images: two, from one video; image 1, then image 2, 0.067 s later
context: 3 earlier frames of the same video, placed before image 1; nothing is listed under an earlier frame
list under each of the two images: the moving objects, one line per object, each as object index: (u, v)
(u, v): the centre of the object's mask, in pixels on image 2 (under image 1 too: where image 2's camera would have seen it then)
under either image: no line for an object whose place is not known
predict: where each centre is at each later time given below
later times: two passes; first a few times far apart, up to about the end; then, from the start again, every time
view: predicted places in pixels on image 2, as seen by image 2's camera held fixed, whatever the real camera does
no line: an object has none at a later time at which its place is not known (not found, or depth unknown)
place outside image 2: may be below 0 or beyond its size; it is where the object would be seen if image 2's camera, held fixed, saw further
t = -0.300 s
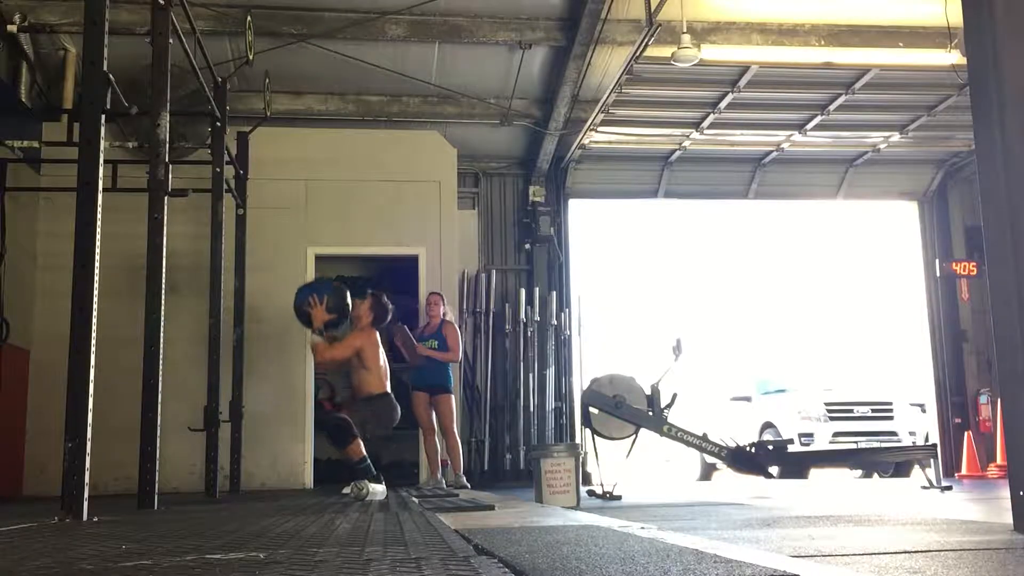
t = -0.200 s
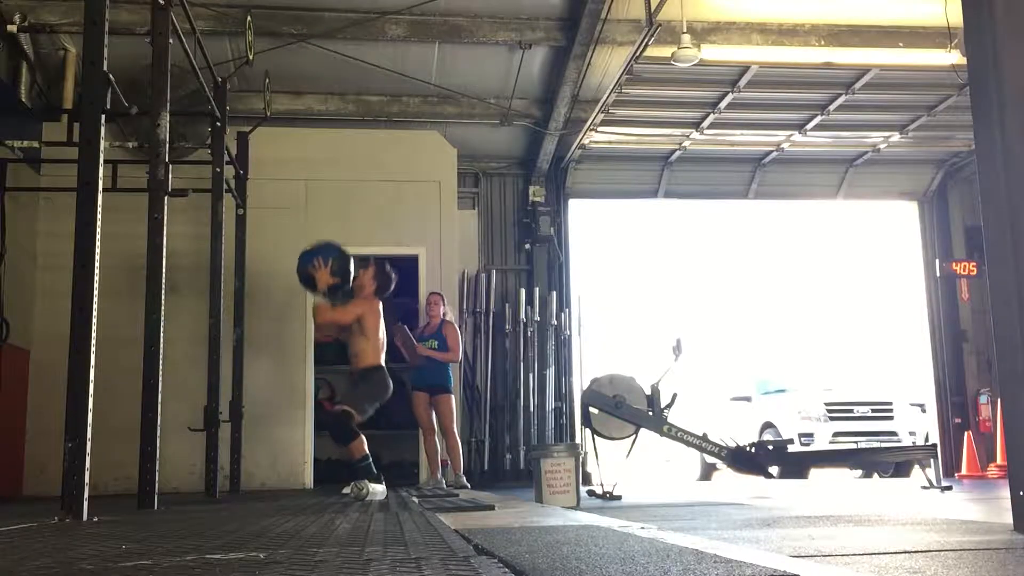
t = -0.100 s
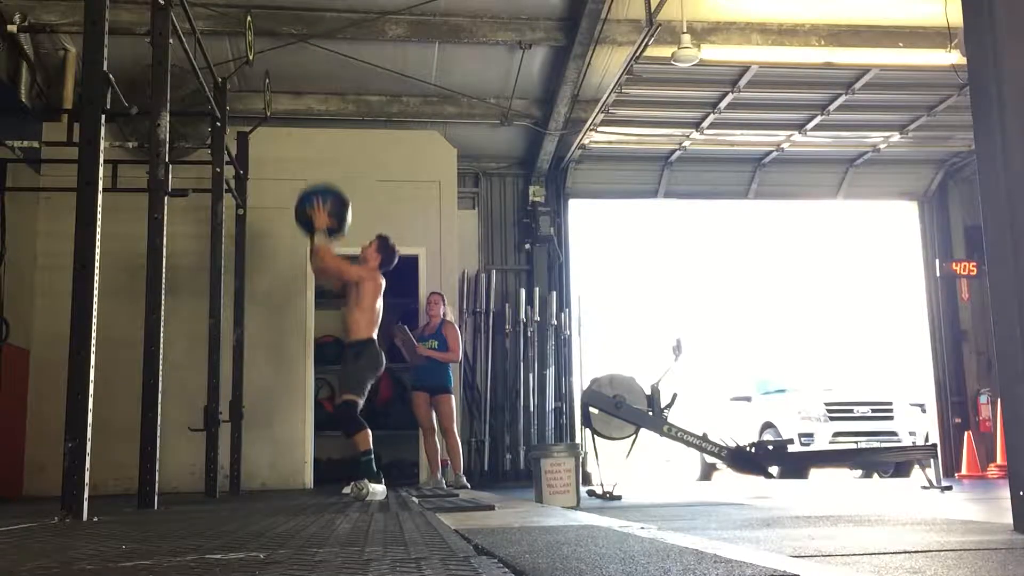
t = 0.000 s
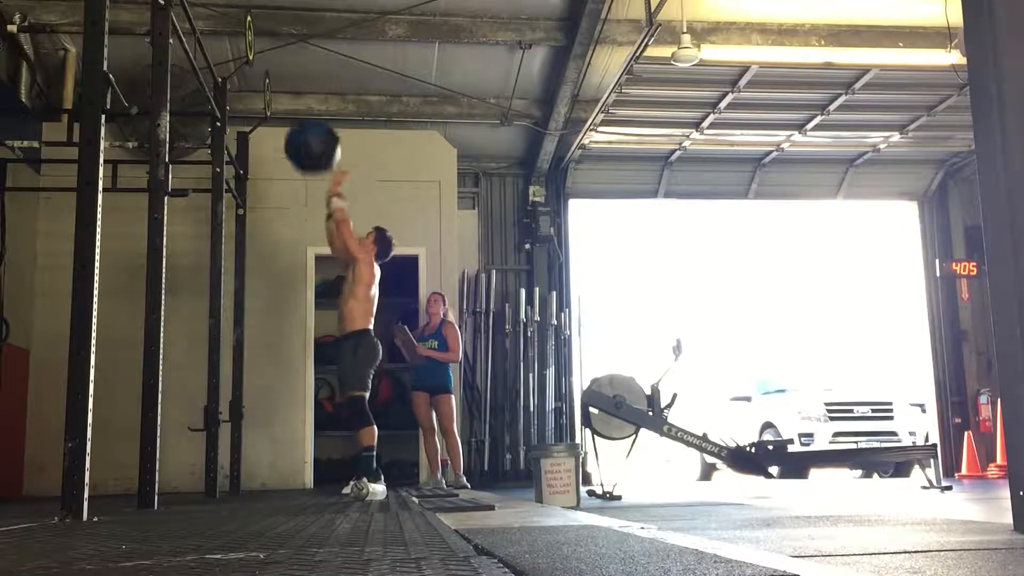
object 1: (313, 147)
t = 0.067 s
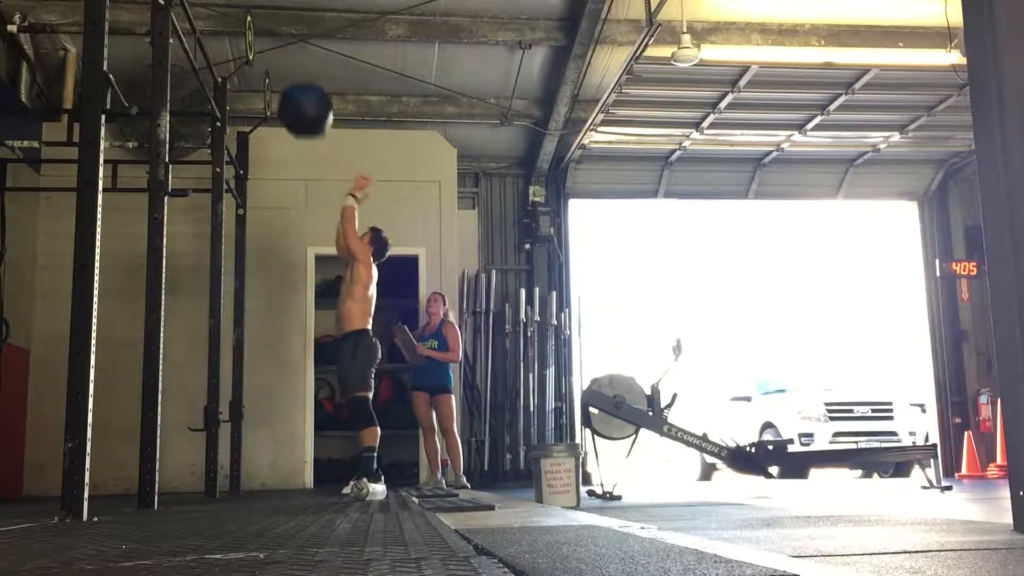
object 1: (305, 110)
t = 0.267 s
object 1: (284, 40)
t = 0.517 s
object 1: (282, 33)
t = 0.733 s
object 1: (298, 94)
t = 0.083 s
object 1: (304, 101)
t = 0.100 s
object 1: (302, 94)
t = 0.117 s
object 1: (300, 86)
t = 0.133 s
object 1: (298, 80)
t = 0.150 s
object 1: (297, 74)
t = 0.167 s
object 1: (295, 68)
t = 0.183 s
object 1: (293, 61)
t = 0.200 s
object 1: (291, 57)
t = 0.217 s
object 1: (289, 52)
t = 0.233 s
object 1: (288, 48)
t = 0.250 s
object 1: (286, 44)
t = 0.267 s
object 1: (284, 40)
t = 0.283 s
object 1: (282, 36)
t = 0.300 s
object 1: (280, 33)
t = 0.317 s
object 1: (279, 31)
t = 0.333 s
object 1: (277, 29)
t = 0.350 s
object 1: (275, 27)
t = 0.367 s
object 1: (274, 27)
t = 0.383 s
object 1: (273, 26)
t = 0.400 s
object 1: (273, 26)
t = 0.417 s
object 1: (274, 26)
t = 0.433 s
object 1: (275, 26)
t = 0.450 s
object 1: (276, 27)
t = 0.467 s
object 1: (277, 27)
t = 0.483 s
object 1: (279, 29)
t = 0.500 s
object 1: (281, 31)
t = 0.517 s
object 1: (282, 33)
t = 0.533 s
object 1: (282, 35)
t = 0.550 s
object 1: (284, 38)
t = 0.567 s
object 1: (285, 41)
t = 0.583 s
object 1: (287, 44)
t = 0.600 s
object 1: (288, 48)
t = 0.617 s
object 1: (289, 53)
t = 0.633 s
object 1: (290, 58)
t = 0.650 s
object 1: (292, 62)
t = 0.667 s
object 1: (293, 68)
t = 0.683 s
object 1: (295, 74)
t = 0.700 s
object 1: (296, 80)
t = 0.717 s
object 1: (297, 86)
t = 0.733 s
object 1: (298, 94)
